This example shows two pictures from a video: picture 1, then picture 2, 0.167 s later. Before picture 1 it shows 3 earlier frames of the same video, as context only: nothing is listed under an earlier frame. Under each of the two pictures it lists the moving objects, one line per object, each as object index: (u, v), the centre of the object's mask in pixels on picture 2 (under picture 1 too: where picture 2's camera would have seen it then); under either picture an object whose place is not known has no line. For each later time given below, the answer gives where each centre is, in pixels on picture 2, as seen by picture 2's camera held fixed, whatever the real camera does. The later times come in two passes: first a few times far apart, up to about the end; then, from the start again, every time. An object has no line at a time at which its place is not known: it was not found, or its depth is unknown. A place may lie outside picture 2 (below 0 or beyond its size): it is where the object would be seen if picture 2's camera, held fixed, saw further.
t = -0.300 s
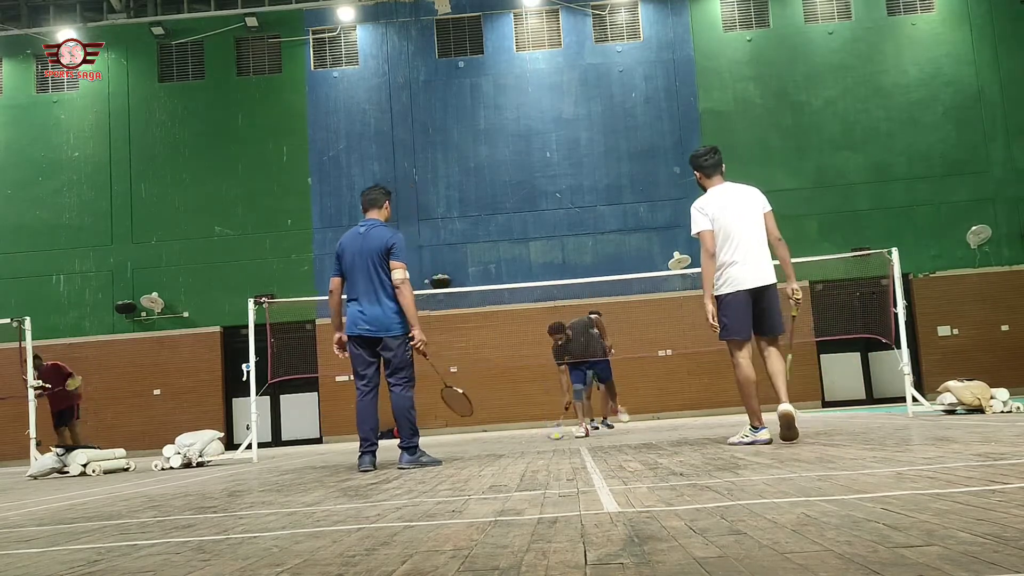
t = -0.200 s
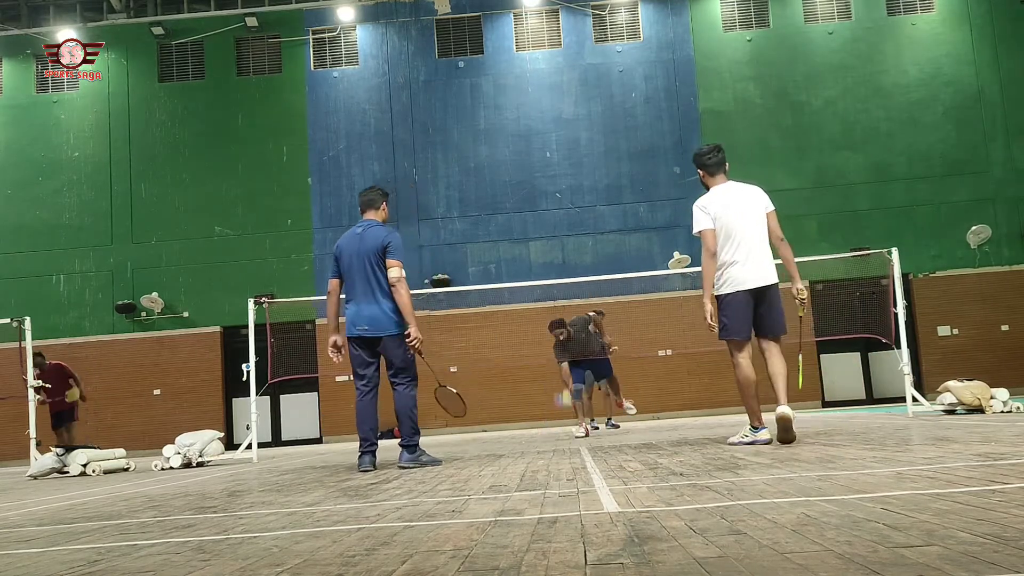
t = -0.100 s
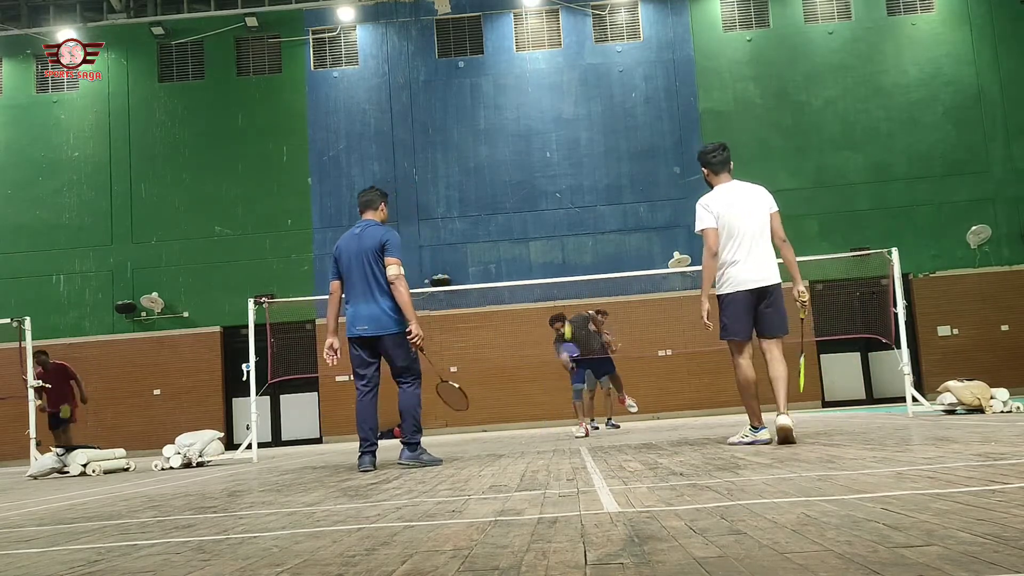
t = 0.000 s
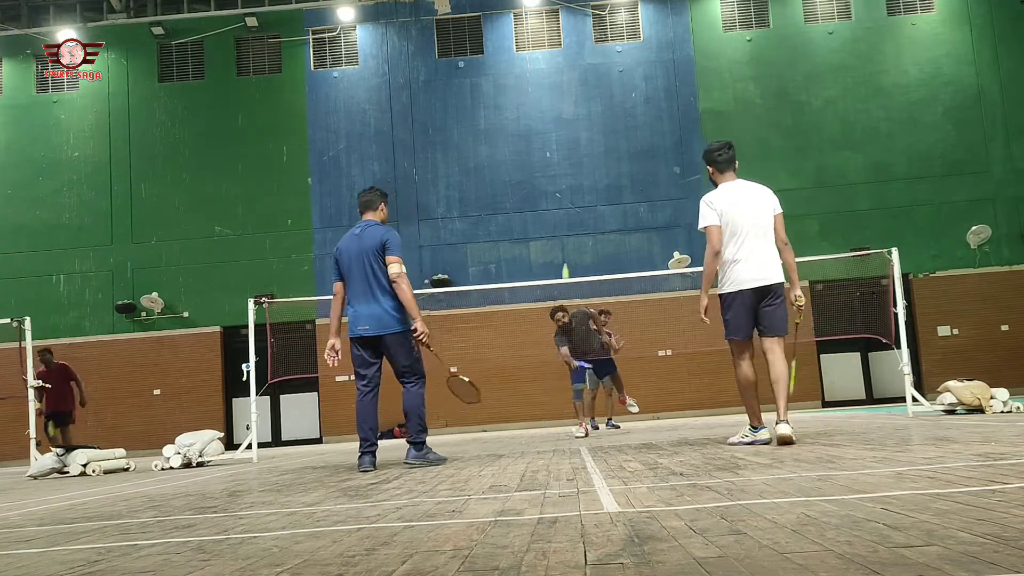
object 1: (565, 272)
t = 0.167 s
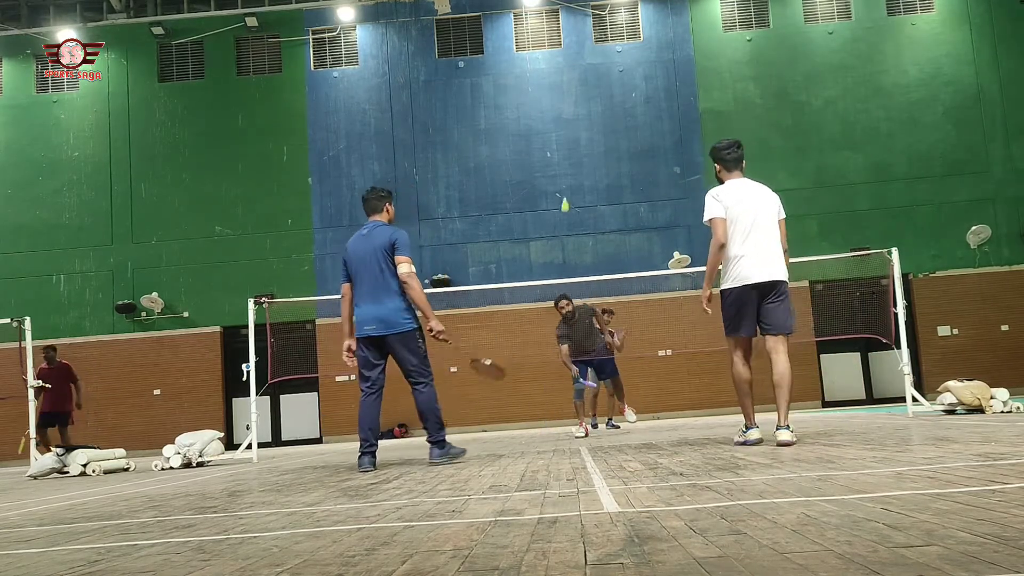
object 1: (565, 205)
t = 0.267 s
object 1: (566, 181)
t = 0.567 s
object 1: (575, 171)
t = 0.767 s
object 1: (584, 230)
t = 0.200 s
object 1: (565, 196)
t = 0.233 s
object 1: (565, 188)
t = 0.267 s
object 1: (566, 181)
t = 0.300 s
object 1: (566, 175)
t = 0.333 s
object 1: (567, 170)
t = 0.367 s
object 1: (568, 167)
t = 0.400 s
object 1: (569, 165)
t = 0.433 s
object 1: (570, 164)
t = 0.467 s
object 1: (571, 164)
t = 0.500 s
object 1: (572, 165)
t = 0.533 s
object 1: (573, 167)
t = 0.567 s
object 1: (575, 171)
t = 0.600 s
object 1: (576, 177)
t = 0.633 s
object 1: (578, 184)
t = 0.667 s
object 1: (579, 194)
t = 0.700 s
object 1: (581, 204)
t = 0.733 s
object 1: (582, 217)
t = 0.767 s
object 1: (584, 230)
